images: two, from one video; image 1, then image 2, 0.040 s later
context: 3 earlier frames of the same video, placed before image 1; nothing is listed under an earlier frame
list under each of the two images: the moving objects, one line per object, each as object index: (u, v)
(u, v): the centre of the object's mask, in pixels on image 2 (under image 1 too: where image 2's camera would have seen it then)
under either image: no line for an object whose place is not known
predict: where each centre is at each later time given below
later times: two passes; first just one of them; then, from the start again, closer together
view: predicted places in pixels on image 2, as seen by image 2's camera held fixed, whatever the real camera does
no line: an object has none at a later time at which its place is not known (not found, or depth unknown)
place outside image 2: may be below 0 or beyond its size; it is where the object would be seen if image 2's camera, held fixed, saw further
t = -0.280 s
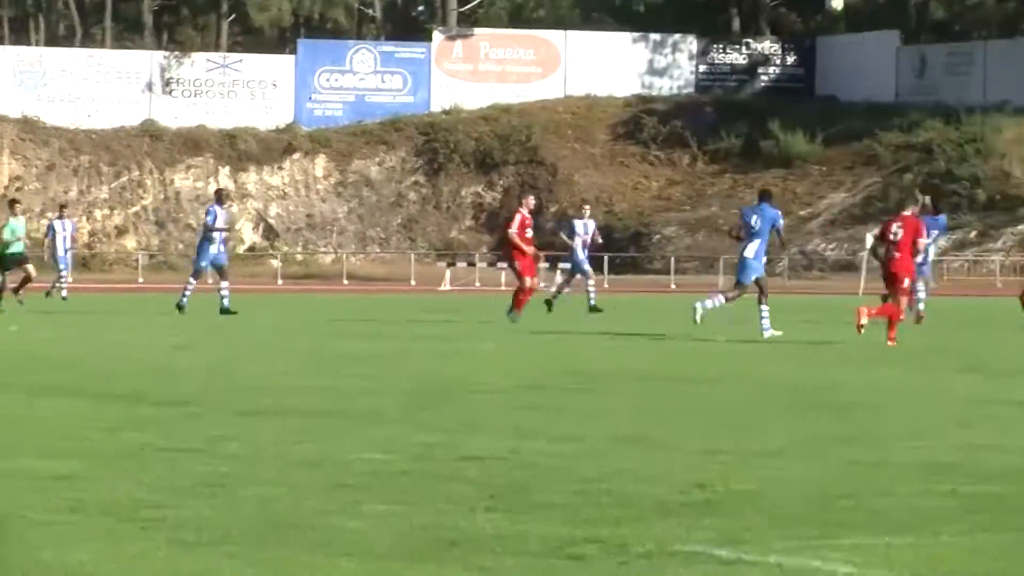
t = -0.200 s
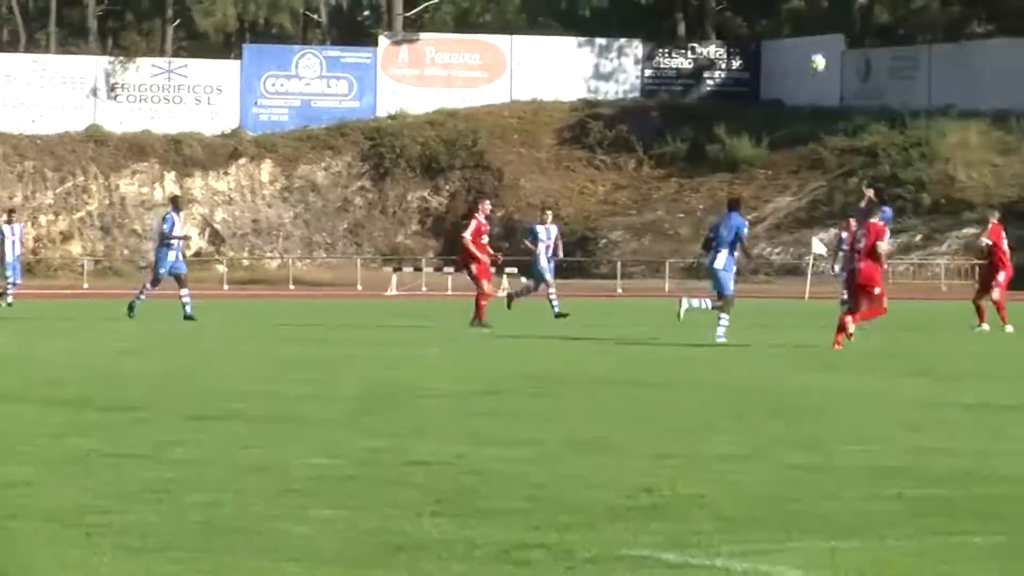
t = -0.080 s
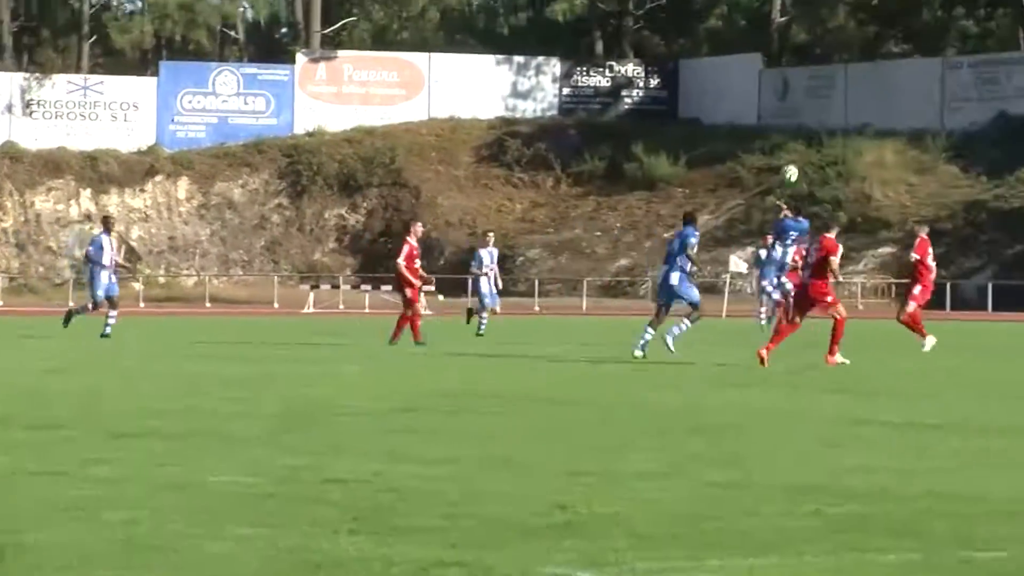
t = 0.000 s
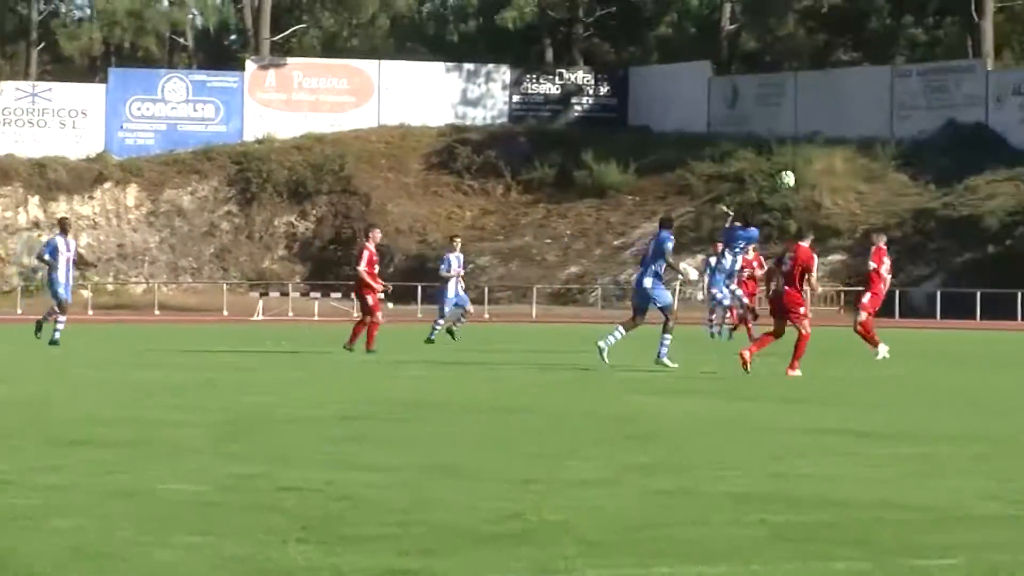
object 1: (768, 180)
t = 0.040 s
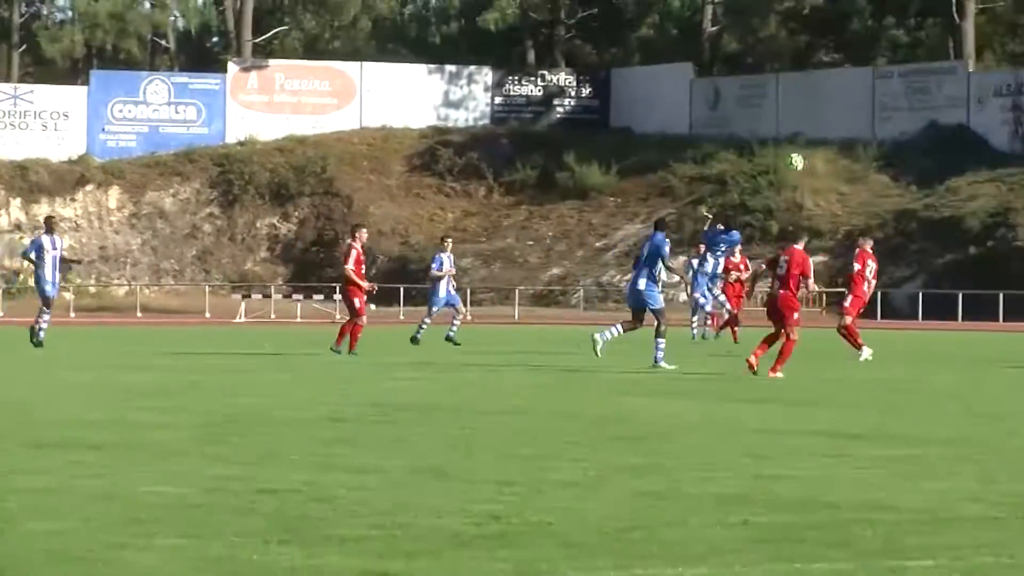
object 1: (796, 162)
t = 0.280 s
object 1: (960, 74)
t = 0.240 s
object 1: (931, 86)
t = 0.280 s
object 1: (960, 74)
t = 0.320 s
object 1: (987, 64)
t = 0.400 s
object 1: (1043, 46)
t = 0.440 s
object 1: (1071, 40)
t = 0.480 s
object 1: (1101, 33)
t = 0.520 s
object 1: (1131, 28)
